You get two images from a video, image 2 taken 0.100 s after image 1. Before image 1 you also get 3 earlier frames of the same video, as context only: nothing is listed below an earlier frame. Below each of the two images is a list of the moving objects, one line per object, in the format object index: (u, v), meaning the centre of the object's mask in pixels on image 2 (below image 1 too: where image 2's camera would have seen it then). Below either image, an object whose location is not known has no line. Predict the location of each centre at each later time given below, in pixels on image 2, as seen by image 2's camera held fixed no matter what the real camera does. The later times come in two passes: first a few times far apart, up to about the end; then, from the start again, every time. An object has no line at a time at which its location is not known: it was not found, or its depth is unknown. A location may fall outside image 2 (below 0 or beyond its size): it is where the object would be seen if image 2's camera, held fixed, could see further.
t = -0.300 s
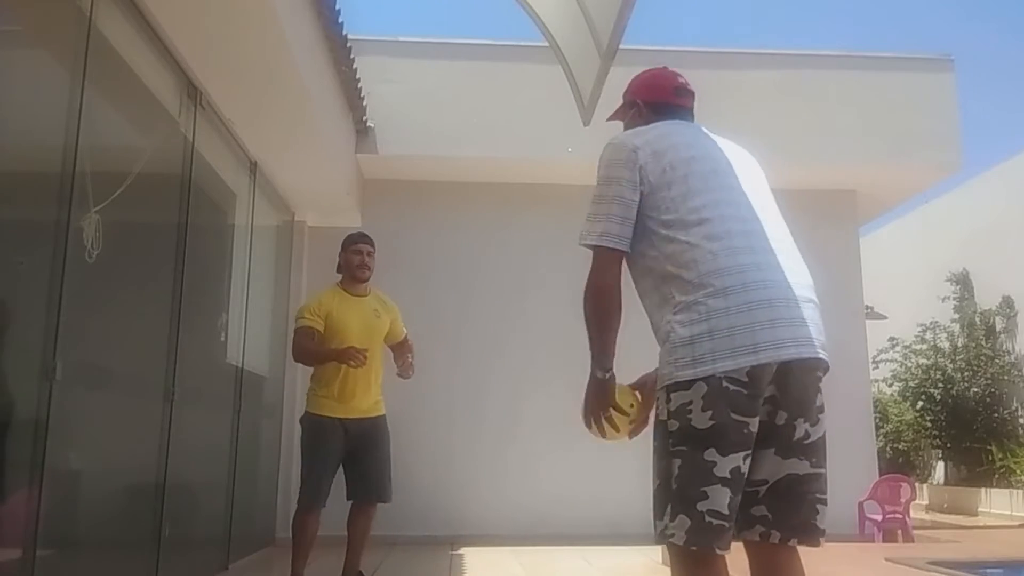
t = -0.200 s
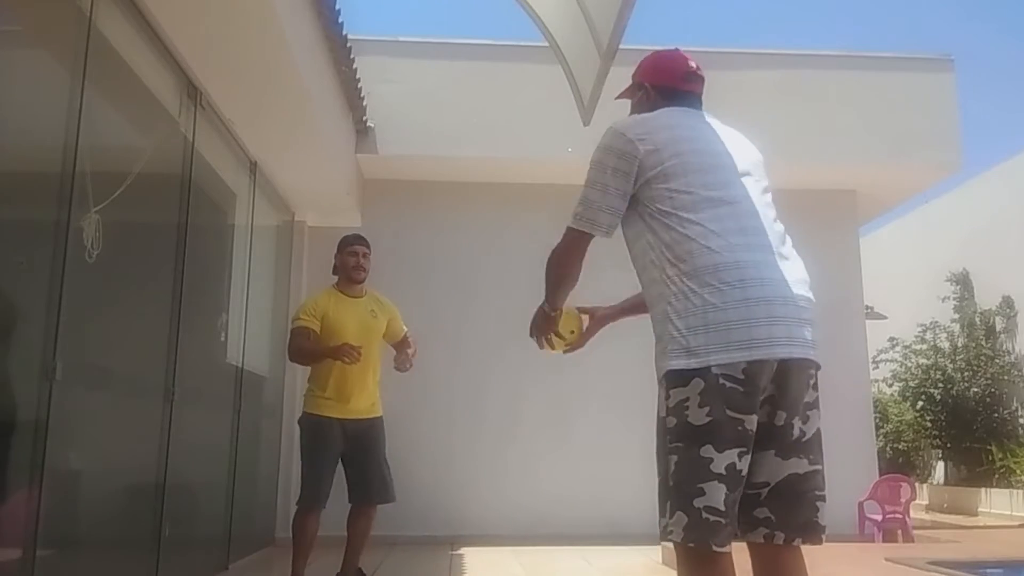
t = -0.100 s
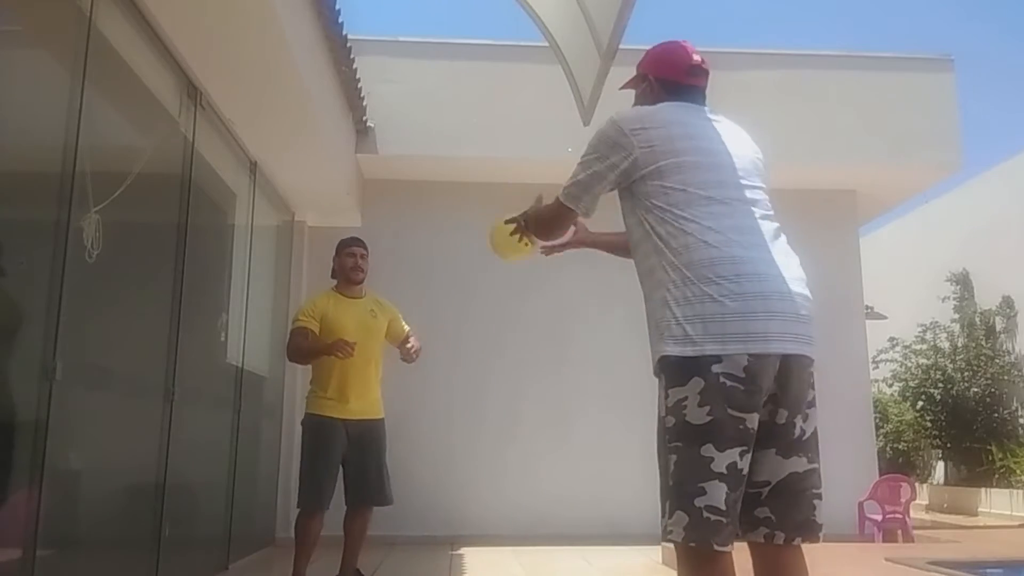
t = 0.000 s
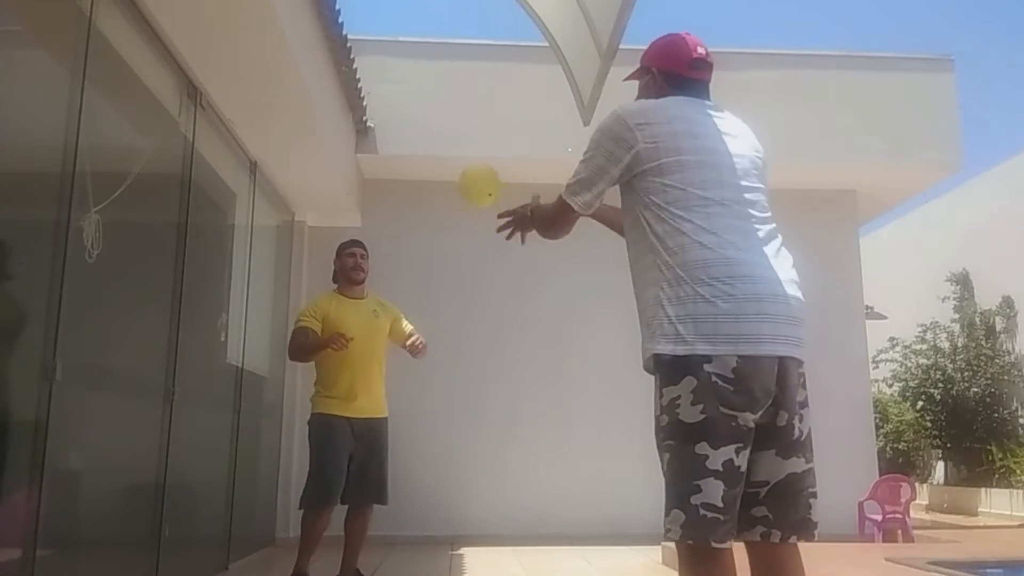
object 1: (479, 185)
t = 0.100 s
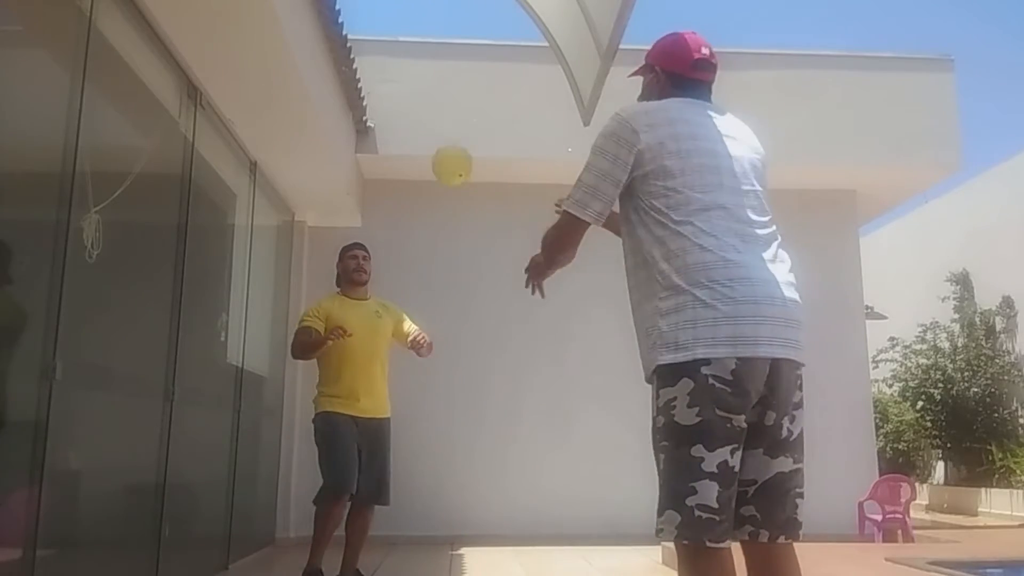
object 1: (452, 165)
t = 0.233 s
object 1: (422, 173)
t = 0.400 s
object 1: (392, 231)
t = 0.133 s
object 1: (443, 165)
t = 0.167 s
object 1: (436, 164)
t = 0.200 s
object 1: (429, 168)
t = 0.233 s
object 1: (422, 173)
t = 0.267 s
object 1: (416, 181)
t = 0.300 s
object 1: (409, 191)
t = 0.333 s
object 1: (403, 202)
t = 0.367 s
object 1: (397, 216)
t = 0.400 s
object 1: (392, 231)
